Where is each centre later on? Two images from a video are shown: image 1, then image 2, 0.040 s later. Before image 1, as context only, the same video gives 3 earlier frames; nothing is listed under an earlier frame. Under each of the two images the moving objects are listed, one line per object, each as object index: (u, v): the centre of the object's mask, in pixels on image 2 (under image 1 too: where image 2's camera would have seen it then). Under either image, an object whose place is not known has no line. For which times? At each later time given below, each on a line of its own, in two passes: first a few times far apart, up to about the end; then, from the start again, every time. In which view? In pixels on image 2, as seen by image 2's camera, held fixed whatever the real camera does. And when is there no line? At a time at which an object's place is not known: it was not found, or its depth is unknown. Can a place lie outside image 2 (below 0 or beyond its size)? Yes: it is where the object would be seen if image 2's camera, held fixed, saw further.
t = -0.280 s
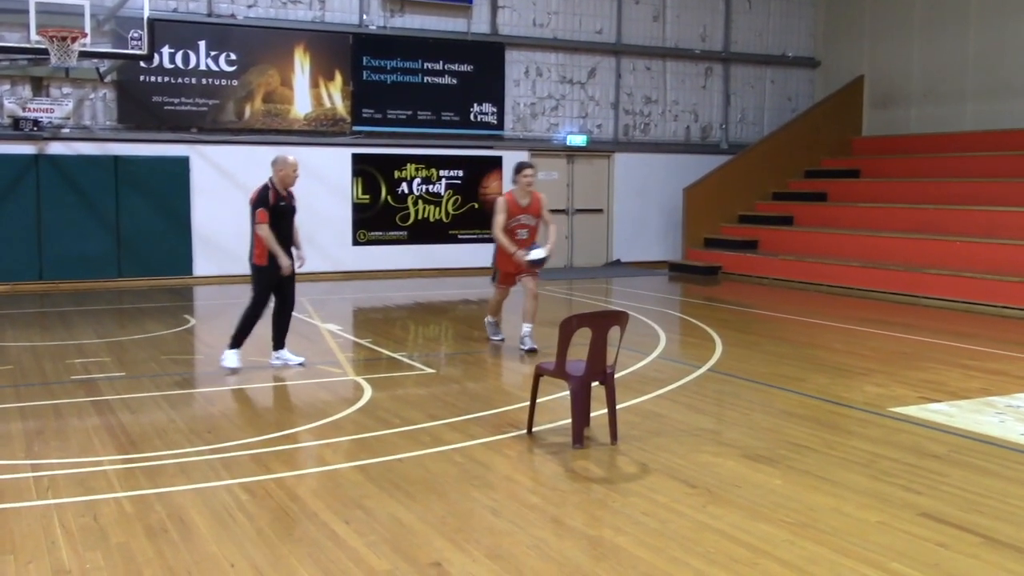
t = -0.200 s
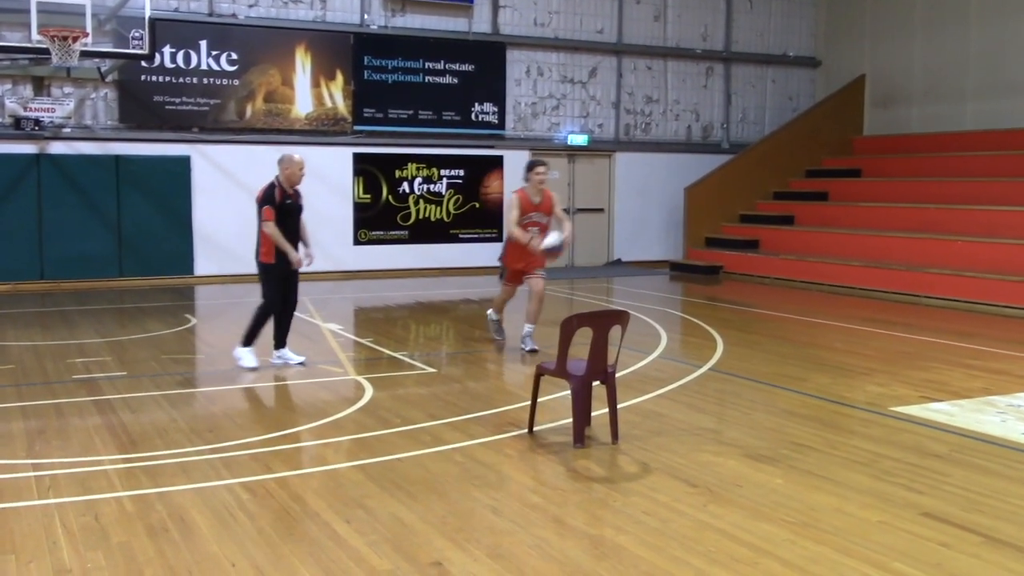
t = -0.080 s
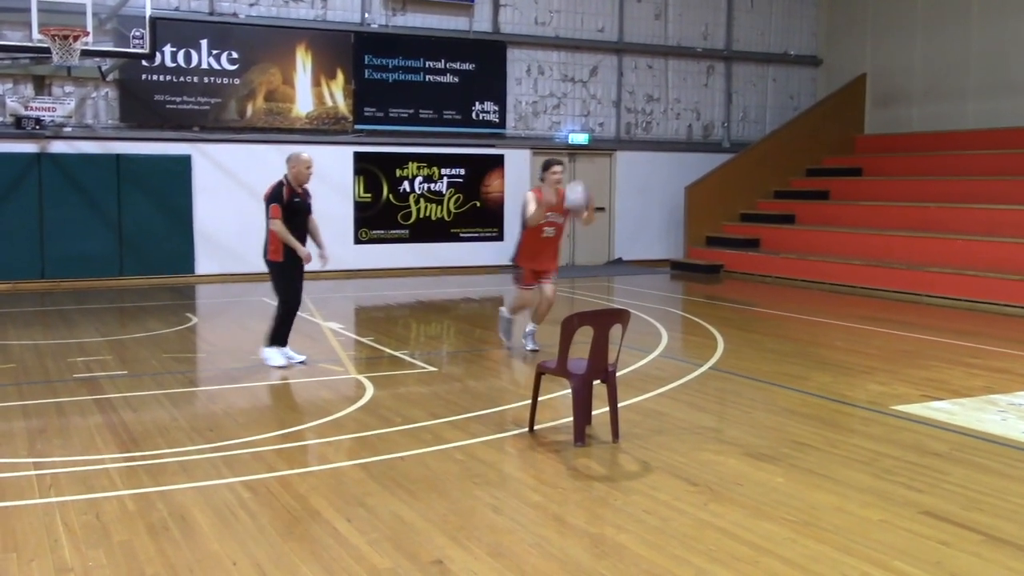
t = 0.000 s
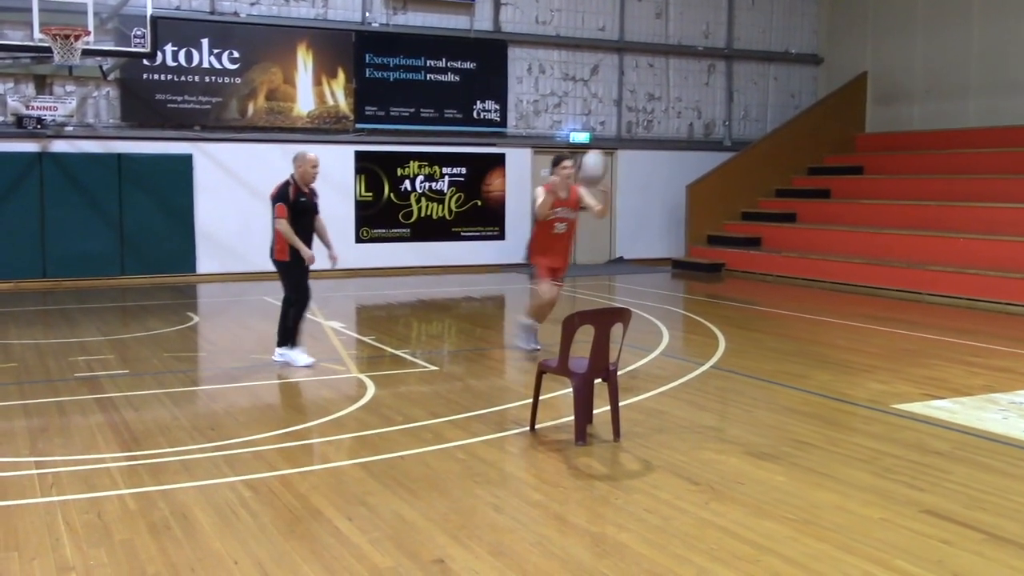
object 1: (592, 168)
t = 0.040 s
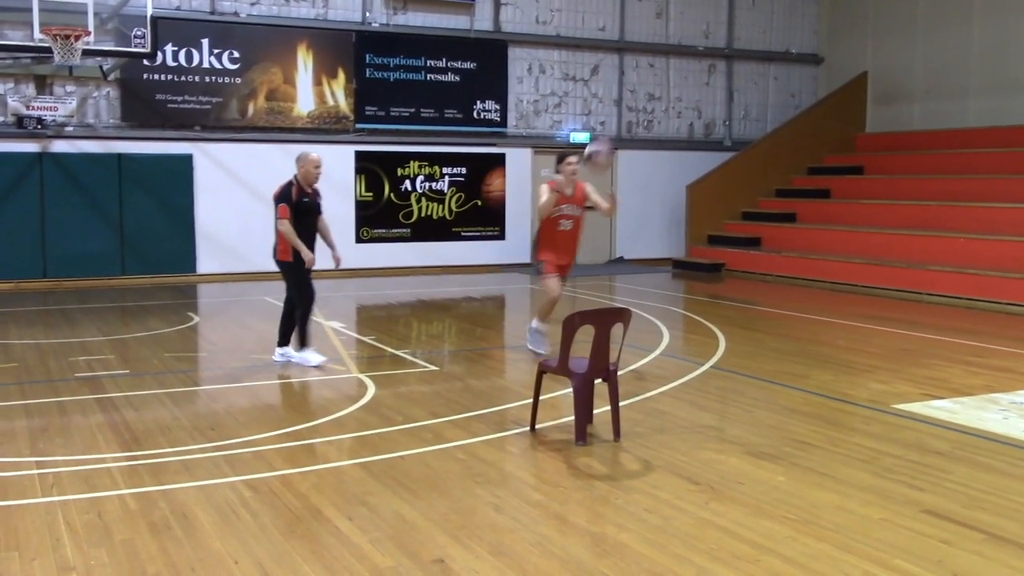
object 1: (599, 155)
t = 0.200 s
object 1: (632, 118)
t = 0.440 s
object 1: (690, 121)
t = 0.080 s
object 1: (609, 142)
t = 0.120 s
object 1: (615, 132)
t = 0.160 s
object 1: (623, 125)
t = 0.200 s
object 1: (632, 118)
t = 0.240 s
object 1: (639, 113)
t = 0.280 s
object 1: (651, 110)
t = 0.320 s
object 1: (659, 110)
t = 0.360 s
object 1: (668, 111)
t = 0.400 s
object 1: (679, 114)
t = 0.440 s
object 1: (690, 121)
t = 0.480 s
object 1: (698, 129)
